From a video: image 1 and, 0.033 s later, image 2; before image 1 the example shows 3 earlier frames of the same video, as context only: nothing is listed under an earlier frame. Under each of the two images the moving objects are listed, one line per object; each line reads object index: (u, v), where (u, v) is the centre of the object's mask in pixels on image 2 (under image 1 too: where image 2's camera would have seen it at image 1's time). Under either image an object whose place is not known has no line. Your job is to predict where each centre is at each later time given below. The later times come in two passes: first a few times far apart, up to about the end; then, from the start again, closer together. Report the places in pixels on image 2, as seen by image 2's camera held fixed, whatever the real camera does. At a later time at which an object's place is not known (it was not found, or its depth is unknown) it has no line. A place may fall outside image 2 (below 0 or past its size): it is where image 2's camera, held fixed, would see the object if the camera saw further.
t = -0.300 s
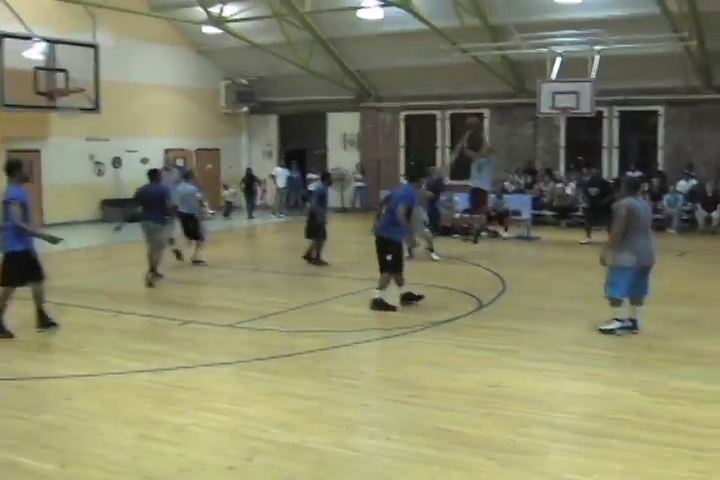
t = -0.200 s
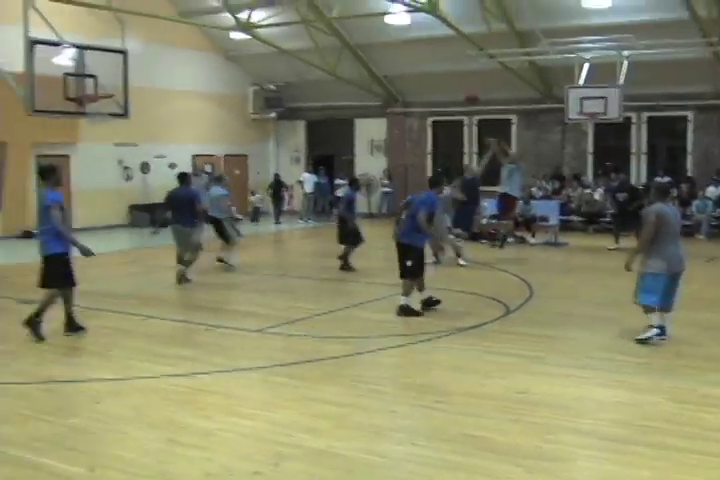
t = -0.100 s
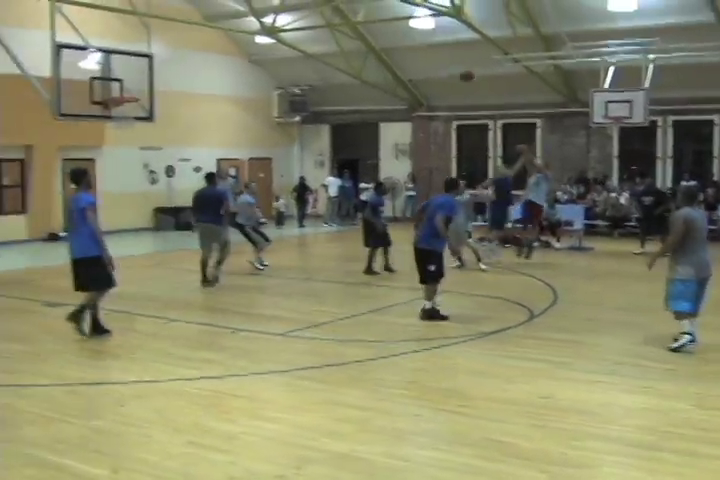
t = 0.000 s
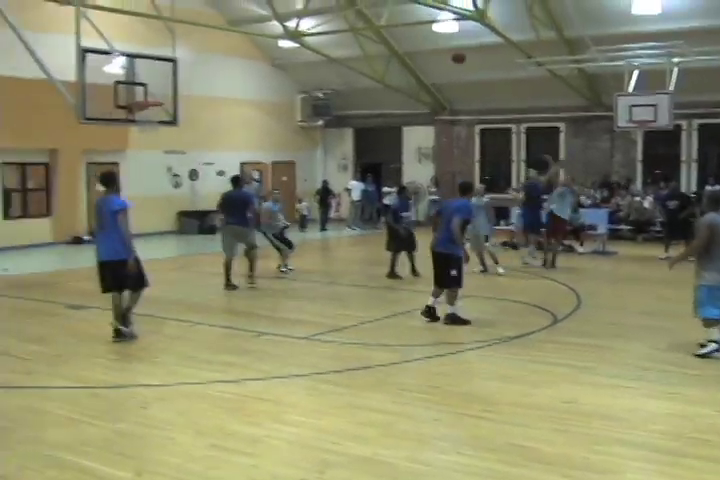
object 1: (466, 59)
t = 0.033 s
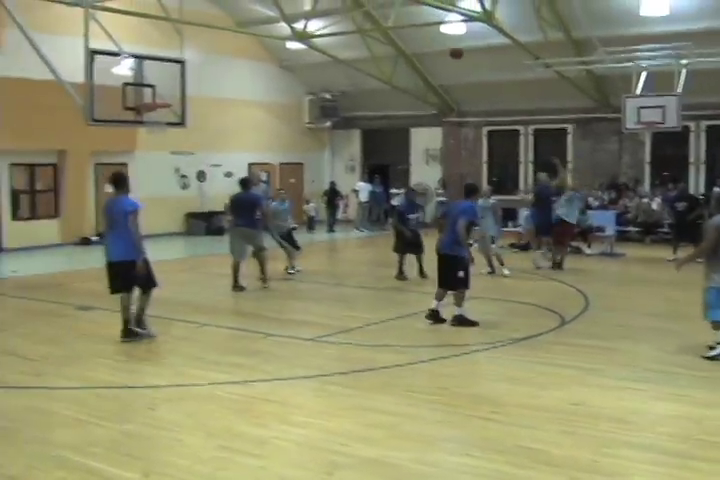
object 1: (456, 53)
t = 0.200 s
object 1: (404, 29)
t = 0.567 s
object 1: (282, 31)
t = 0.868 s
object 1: (176, 89)
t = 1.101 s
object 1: (153, 59)
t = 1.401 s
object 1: (159, 45)
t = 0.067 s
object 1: (445, 47)
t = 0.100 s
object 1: (435, 41)
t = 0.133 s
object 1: (425, 37)
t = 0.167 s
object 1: (415, 33)
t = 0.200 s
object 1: (404, 29)
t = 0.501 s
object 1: (305, 25)
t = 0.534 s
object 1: (294, 28)
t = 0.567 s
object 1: (282, 31)
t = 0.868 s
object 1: (176, 89)
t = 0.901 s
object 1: (166, 97)
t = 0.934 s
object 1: (161, 91)
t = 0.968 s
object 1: (157, 82)
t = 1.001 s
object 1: (152, 75)
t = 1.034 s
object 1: (152, 69)
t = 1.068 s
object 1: (153, 63)
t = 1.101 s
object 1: (153, 59)
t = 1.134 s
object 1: (154, 54)
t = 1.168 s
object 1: (155, 51)
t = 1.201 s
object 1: (155, 49)
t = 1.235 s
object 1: (156, 46)
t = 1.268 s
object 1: (157, 45)
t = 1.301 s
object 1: (157, 44)
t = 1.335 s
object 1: (158, 44)
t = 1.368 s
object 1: (158, 44)
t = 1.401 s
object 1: (159, 45)
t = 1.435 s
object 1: (159, 47)
